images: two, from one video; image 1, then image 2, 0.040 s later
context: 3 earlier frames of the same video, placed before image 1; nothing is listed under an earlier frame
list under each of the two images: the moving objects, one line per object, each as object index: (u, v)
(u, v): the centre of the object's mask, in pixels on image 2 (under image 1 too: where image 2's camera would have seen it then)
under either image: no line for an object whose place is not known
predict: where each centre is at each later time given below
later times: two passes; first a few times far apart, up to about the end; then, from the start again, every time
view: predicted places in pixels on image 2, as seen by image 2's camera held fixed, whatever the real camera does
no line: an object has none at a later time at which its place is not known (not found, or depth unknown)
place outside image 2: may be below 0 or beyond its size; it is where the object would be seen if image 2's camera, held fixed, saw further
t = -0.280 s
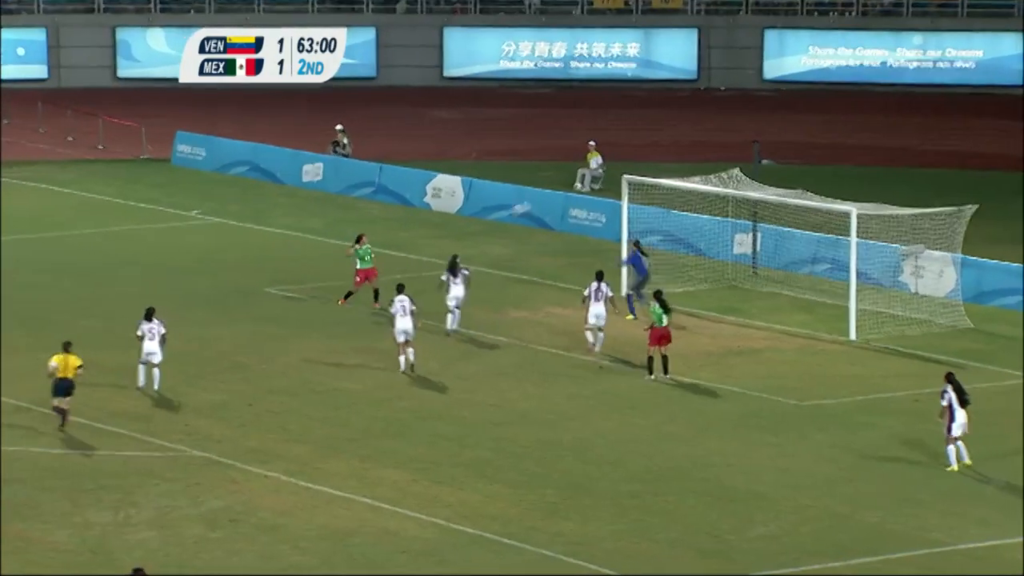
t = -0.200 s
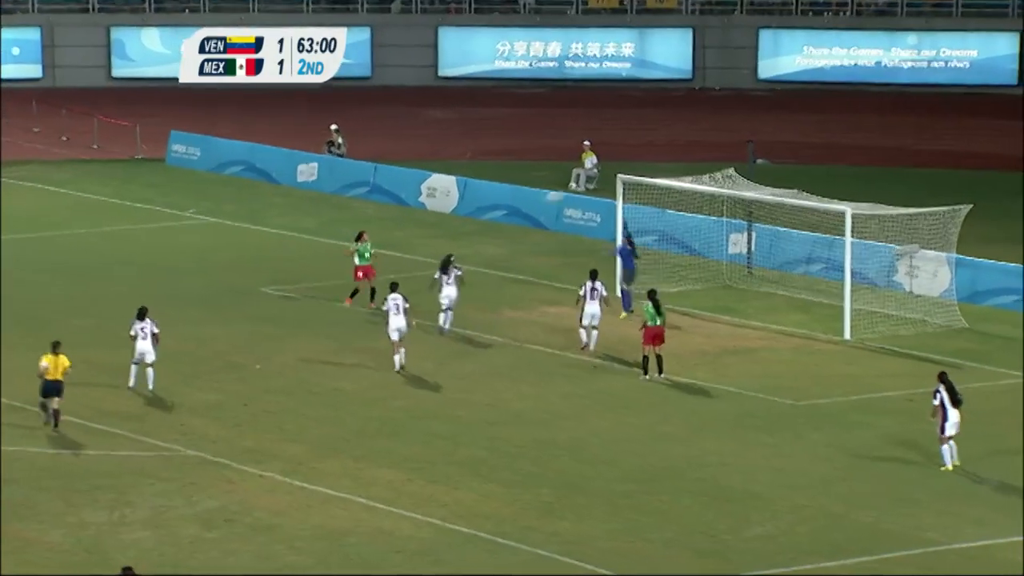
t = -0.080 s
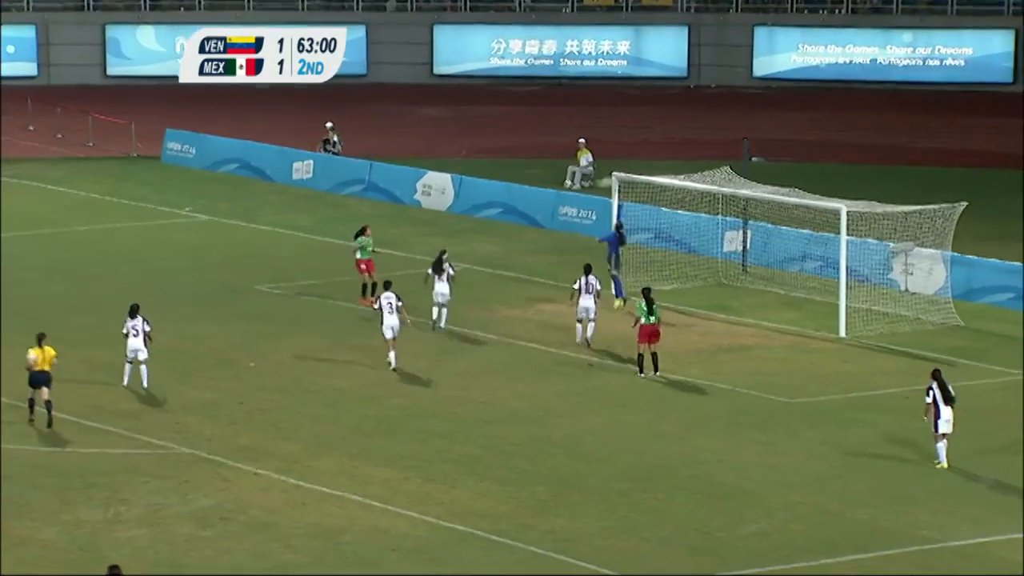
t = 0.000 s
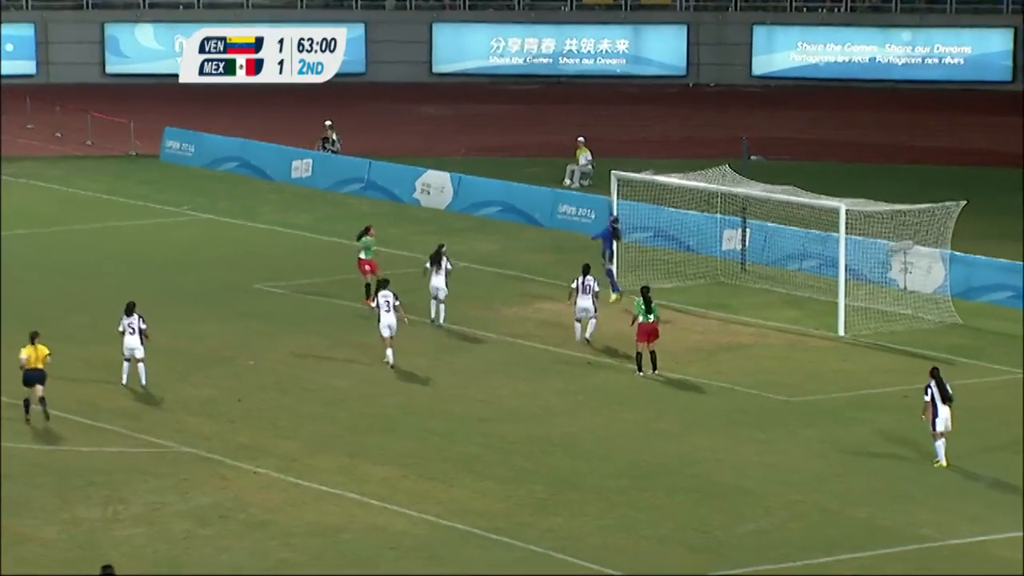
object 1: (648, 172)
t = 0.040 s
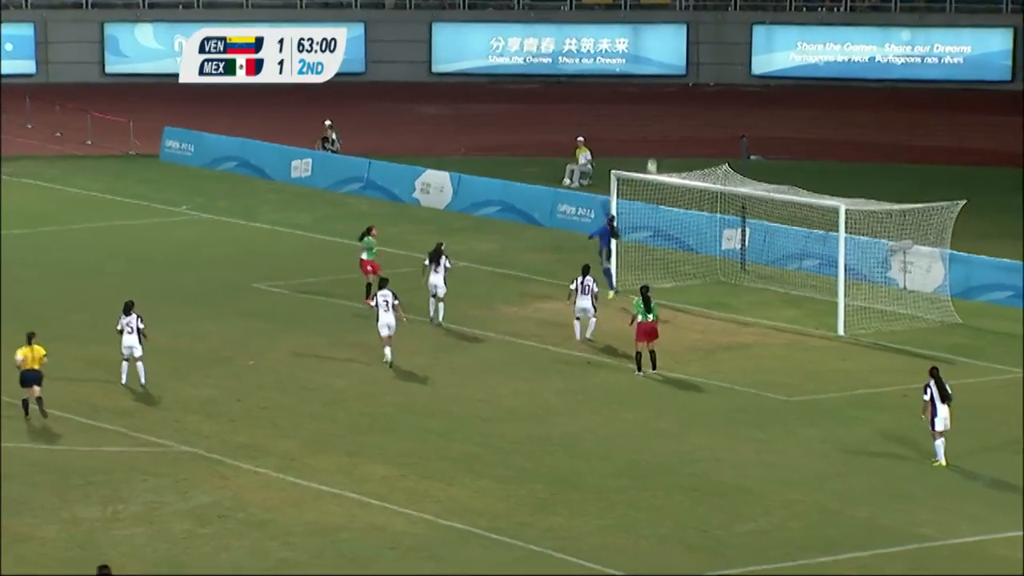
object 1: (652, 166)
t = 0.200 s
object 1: (656, 129)
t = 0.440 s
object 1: (666, 93)
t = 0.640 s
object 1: (677, 83)
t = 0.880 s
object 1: (693, 95)
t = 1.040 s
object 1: (705, 118)
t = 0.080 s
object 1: (653, 157)
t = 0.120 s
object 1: (654, 146)
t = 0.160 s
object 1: (655, 138)
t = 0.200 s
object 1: (656, 129)
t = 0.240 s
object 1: (658, 121)
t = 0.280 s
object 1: (659, 114)
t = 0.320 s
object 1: (661, 108)
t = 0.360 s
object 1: (662, 102)
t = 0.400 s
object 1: (664, 97)
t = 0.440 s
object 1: (666, 93)
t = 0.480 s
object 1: (668, 89)
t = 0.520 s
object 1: (670, 87)
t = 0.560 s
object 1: (672, 85)
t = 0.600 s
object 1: (675, 84)
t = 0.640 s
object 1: (677, 83)
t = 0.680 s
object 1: (679, 83)
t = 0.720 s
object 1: (682, 84)
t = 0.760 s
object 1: (685, 86)
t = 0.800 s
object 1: (687, 88)
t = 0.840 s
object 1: (690, 91)
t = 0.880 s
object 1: (693, 95)
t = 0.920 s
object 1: (696, 100)
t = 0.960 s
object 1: (699, 105)
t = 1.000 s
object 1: (702, 111)
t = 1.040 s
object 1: (705, 118)
